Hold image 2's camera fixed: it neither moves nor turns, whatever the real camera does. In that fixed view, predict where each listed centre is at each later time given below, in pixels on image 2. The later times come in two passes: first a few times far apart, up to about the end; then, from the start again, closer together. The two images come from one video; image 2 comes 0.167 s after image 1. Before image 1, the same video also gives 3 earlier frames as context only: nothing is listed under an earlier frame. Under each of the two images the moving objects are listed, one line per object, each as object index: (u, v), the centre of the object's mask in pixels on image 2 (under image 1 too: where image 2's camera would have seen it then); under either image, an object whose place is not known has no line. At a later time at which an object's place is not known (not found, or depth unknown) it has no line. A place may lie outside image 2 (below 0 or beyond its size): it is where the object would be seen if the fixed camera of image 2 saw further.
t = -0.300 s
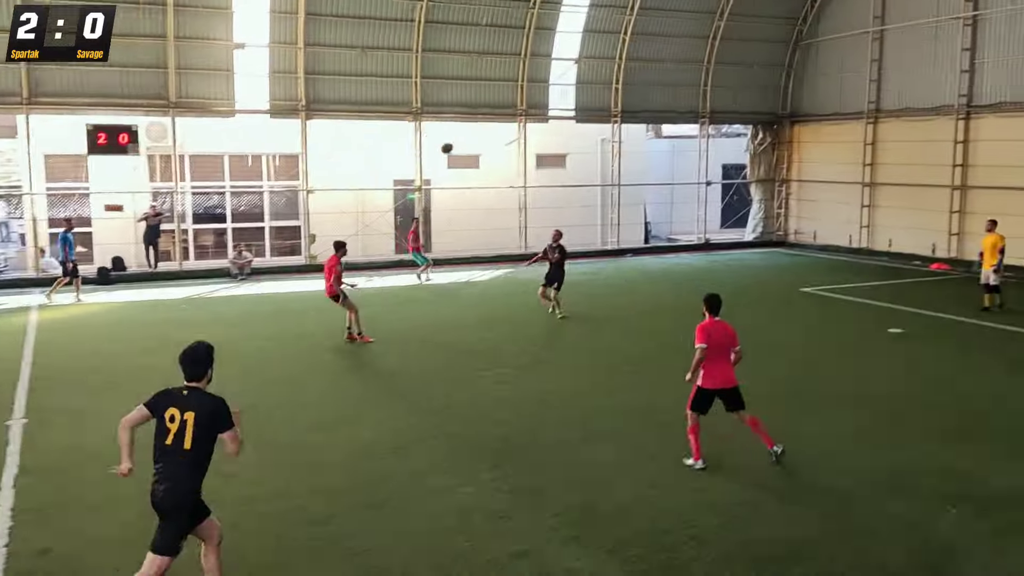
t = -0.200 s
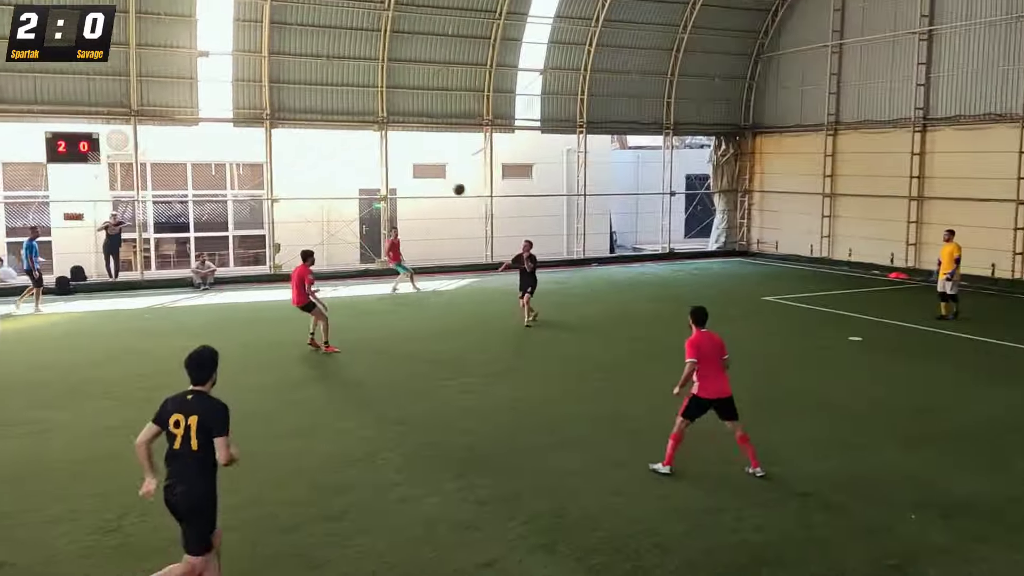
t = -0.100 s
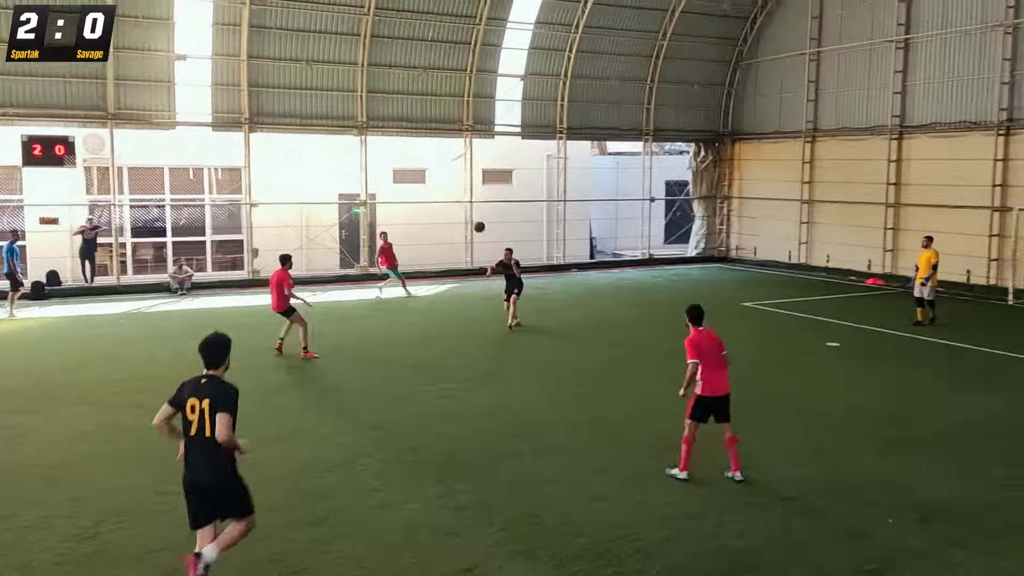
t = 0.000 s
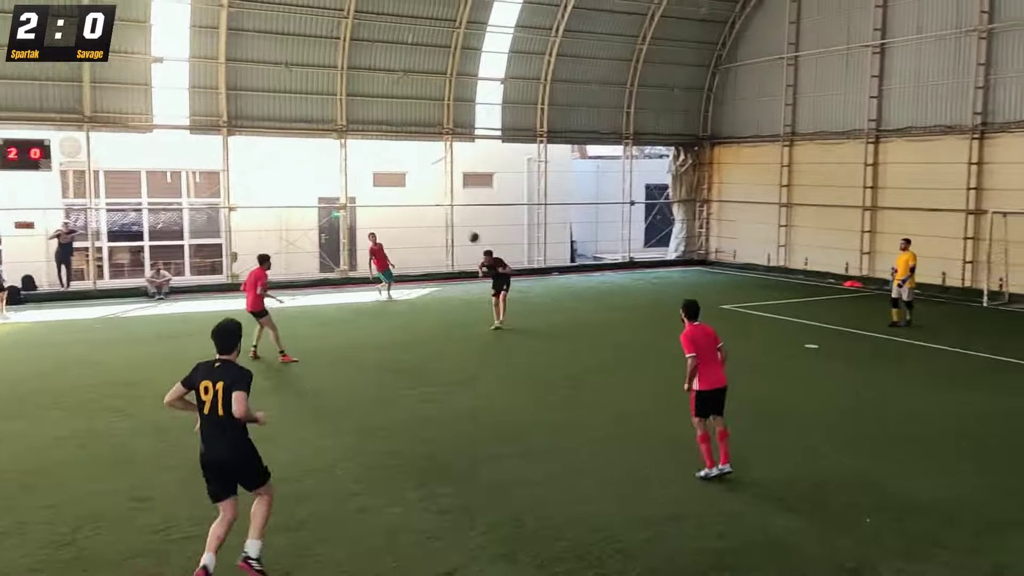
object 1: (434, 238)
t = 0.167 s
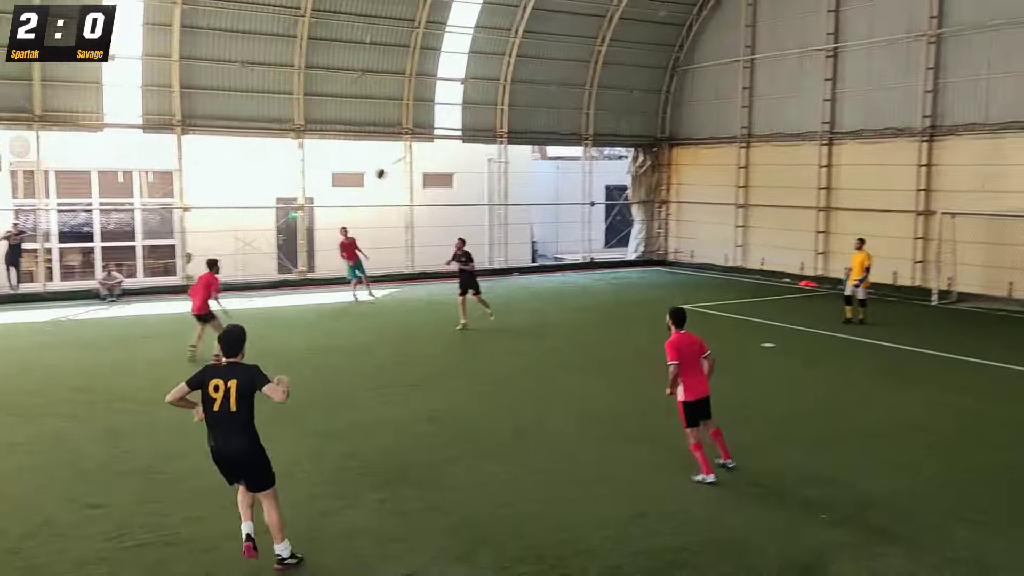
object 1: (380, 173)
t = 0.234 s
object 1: (358, 151)
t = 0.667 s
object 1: (209, 66)
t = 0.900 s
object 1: (128, 65)
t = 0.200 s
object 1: (369, 162)
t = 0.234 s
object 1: (358, 151)
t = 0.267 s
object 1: (346, 141)
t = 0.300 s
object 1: (335, 132)
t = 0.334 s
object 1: (323, 123)
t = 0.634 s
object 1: (220, 69)
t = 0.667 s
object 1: (209, 66)
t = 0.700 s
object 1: (198, 63)
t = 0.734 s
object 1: (187, 62)
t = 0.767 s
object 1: (175, 61)
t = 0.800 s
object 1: (164, 61)
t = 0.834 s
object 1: (153, 62)
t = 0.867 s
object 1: (142, 64)
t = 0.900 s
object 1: (128, 65)
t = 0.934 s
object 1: (117, 67)
